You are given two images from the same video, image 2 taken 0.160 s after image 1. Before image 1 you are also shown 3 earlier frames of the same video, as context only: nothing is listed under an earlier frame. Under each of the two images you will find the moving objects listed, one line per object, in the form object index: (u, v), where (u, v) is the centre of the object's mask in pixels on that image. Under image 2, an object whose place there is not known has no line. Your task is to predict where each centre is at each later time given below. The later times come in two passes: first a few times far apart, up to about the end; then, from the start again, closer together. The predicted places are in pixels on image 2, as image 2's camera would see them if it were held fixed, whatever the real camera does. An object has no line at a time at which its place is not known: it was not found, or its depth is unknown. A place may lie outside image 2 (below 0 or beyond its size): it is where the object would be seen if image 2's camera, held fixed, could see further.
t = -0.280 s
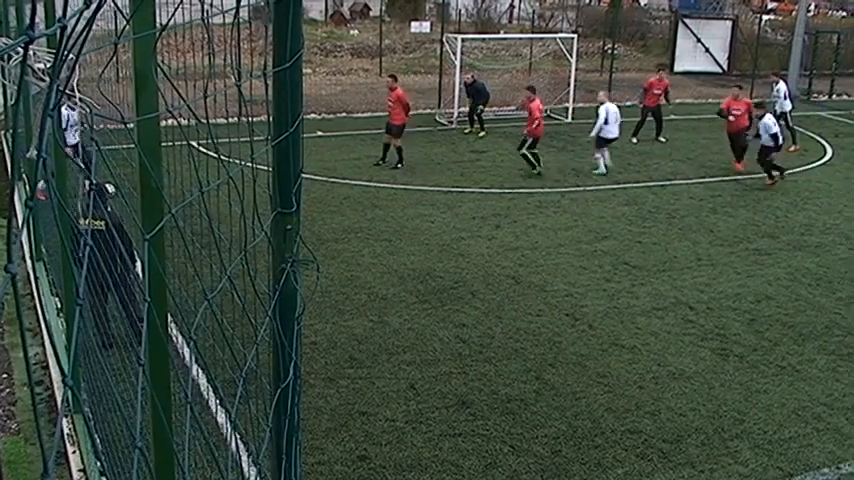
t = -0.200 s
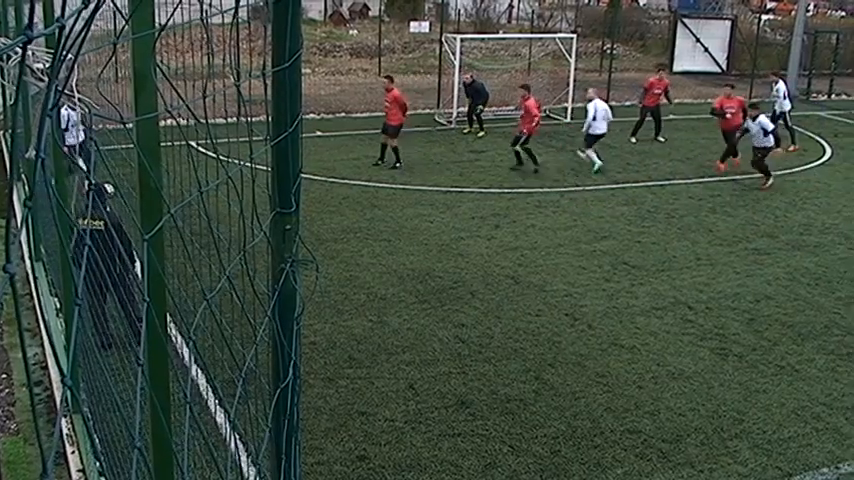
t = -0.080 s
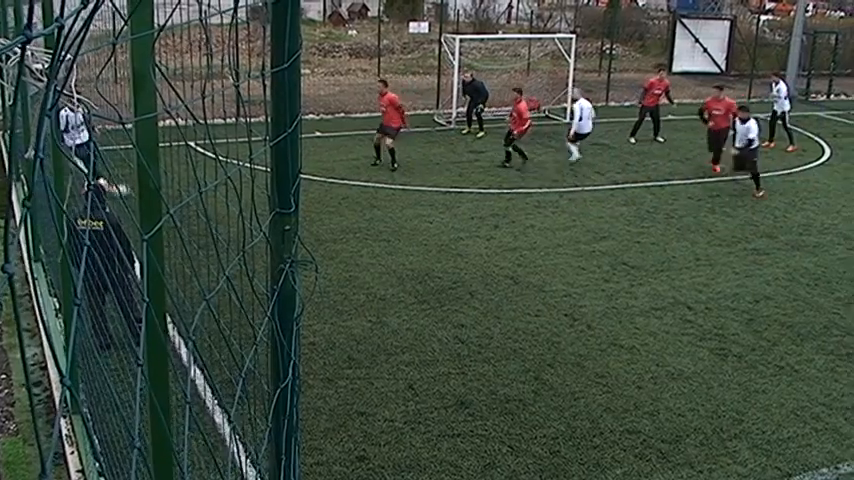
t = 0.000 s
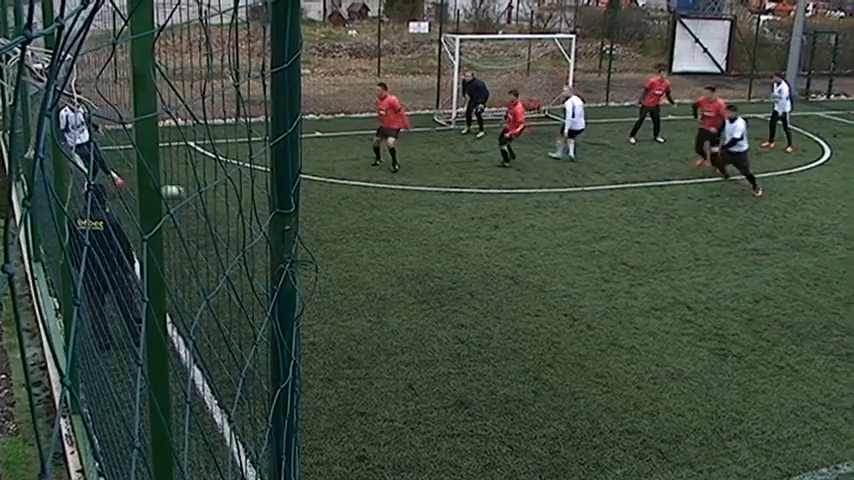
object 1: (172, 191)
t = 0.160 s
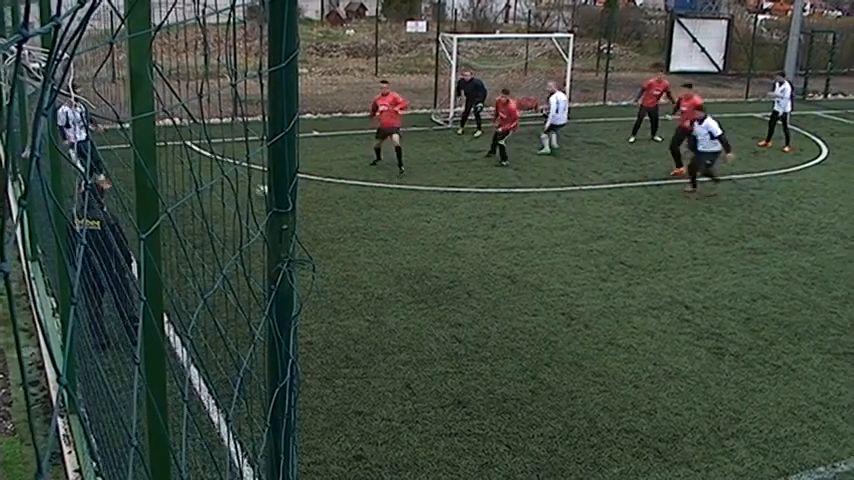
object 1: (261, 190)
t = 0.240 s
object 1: (311, 191)
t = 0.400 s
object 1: (392, 191)
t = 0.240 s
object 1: (311, 191)
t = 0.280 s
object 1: (332, 192)
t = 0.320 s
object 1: (354, 192)
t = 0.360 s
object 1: (374, 191)
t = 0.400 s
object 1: (392, 191)
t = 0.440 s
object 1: (411, 191)
